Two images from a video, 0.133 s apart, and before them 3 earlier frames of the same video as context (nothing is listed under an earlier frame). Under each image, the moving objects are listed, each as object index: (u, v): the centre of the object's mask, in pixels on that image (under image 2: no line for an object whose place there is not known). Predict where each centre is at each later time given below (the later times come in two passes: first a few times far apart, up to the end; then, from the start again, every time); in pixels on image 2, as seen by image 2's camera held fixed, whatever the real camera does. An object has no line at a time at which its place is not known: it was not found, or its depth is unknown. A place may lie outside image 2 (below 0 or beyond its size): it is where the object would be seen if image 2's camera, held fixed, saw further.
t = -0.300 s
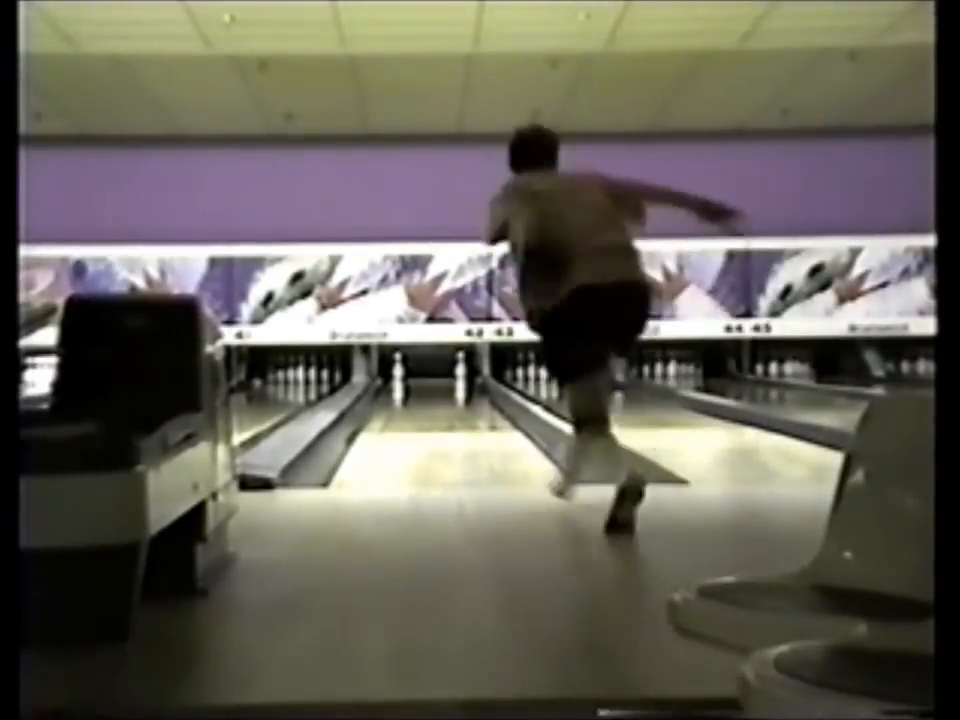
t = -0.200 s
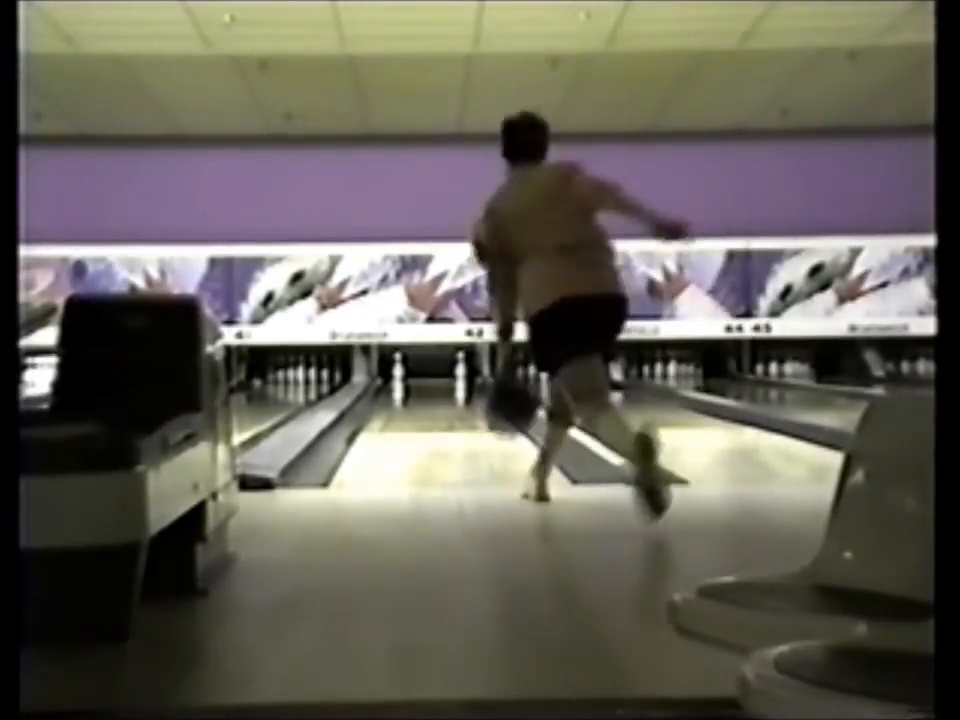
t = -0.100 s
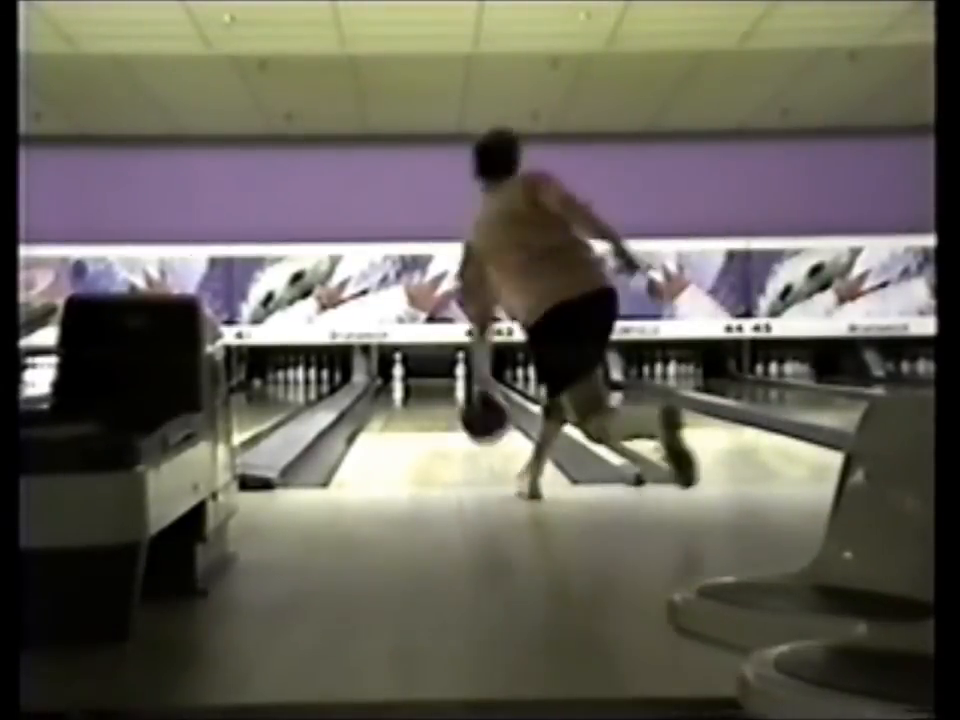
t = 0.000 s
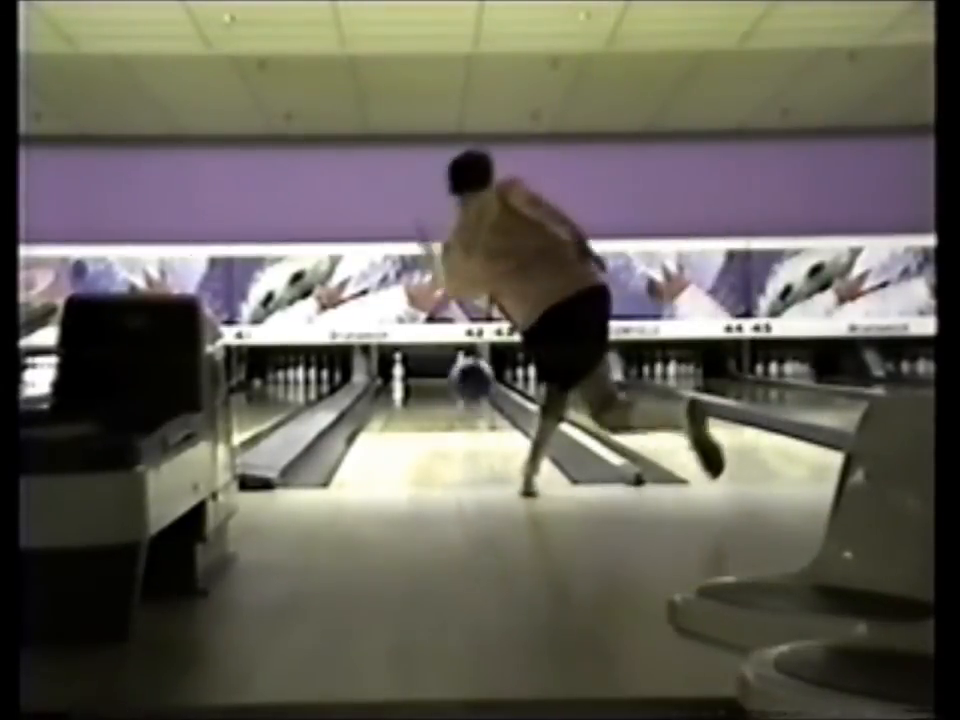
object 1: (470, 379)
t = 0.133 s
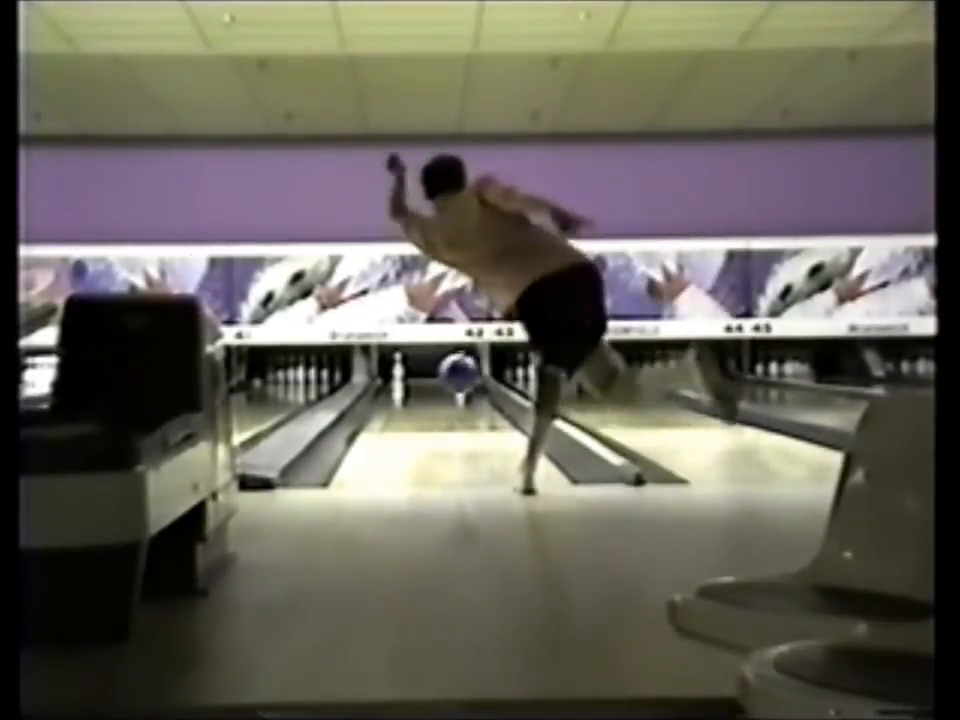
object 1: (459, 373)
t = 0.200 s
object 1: (454, 382)
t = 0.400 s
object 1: (443, 413)
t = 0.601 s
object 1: (432, 409)
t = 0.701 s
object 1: (429, 403)
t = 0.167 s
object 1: (456, 375)
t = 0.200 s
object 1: (454, 382)
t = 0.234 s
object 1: (451, 388)
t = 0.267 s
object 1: (449, 395)
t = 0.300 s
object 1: (447, 406)
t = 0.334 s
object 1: (446, 416)
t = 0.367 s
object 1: (445, 416)
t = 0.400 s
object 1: (443, 413)
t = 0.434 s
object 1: (441, 413)
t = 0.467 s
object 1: (439, 413)
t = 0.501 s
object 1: (437, 413)
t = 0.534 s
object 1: (434, 412)
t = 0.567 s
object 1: (433, 411)
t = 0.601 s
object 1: (432, 409)
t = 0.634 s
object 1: (432, 407)
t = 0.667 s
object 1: (429, 405)
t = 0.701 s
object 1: (429, 403)
